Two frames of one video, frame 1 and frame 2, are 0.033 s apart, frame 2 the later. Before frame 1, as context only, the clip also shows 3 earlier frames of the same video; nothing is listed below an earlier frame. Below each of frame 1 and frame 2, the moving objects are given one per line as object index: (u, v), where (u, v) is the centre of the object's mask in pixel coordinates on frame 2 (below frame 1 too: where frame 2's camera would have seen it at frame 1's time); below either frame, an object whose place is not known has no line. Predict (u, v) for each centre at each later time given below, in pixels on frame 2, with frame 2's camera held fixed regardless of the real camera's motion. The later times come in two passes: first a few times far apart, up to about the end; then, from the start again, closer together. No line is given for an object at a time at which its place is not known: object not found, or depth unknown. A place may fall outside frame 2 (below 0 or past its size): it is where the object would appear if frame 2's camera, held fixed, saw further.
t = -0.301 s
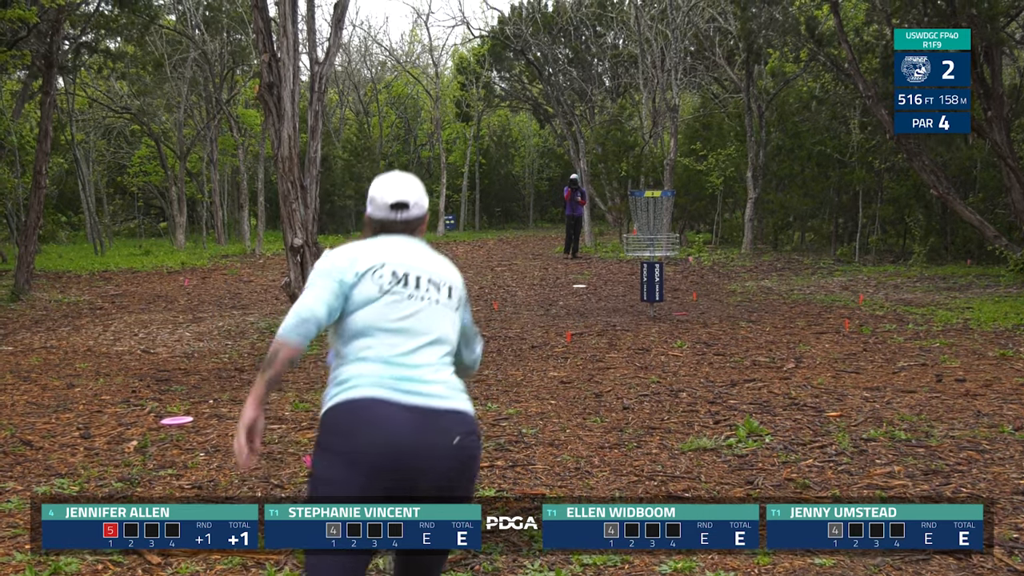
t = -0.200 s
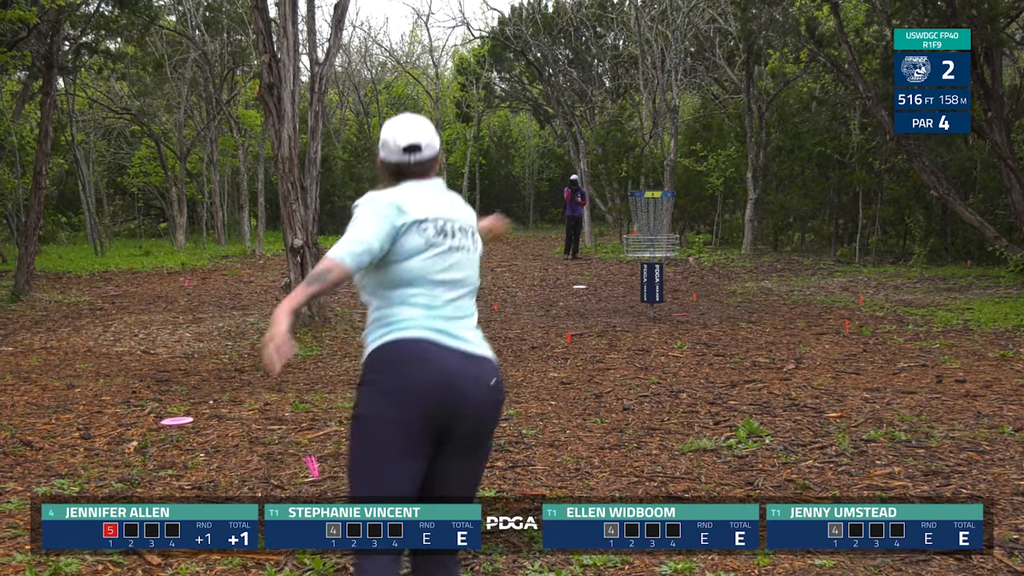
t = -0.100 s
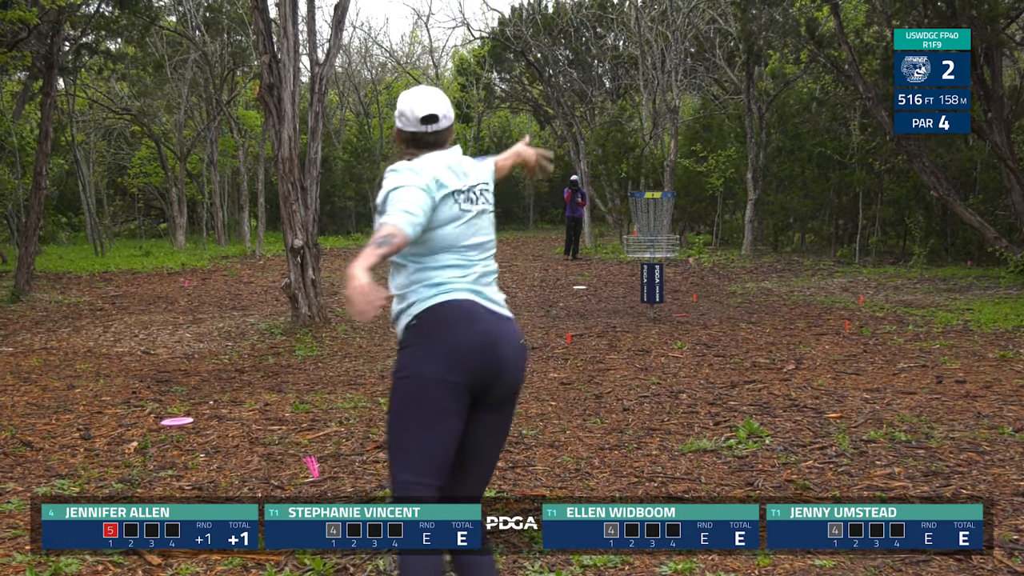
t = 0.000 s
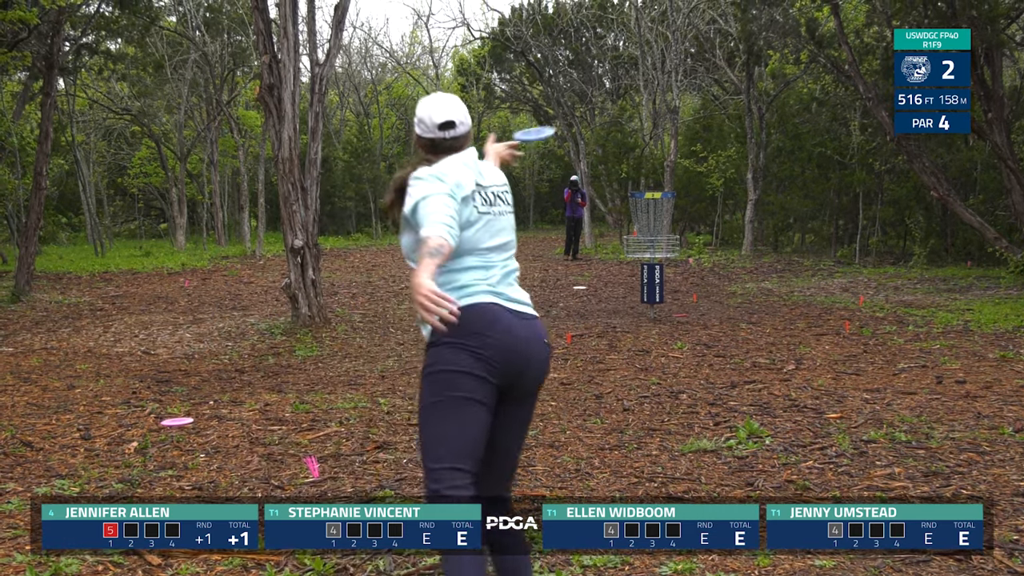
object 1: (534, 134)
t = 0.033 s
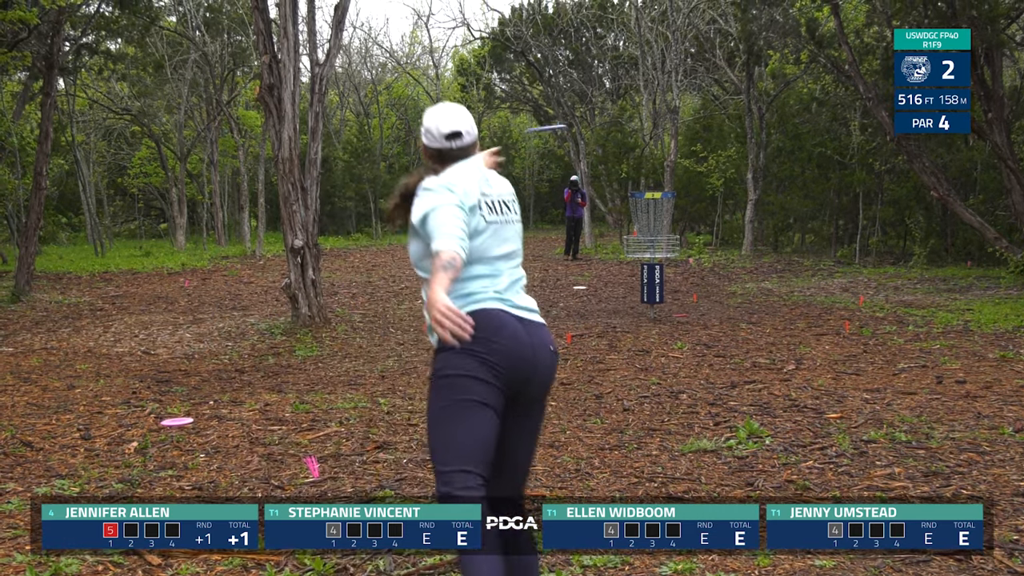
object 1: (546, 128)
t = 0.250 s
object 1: (599, 122)
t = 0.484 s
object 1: (630, 139)
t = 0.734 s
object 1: (644, 163)
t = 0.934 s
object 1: (645, 184)
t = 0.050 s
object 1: (551, 126)
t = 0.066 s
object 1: (556, 124)
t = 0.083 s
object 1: (561, 123)
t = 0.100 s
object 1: (566, 122)
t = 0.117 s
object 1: (570, 121)
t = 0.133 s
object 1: (574, 121)
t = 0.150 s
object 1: (579, 120)
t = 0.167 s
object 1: (582, 120)
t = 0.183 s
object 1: (586, 120)
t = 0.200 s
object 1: (590, 120)
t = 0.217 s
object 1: (594, 121)
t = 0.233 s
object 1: (597, 122)
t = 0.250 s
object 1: (599, 122)
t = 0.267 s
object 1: (603, 123)
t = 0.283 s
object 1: (605, 124)
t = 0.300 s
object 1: (608, 125)
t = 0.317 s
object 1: (611, 125)
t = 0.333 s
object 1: (613, 127)
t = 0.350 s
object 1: (615, 128)
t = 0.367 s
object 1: (617, 129)
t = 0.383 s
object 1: (620, 130)
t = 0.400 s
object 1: (622, 132)
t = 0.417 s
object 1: (623, 133)
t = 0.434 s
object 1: (625, 134)
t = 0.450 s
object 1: (627, 136)
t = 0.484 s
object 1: (630, 139)
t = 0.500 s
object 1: (632, 140)
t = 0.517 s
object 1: (633, 142)
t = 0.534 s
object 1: (634, 143)
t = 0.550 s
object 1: (636, 145)
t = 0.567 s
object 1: (637, 147)
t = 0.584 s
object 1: (638, 148)
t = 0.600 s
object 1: (639, 150)
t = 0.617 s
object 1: (640, 151)
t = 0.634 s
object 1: (641, 153)
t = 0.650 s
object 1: (642, 155)
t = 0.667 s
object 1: (643, 157)
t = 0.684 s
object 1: (643, 158)
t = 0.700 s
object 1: (644, 160)
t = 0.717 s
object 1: (644, 161)
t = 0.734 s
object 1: (644, 163)
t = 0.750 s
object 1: (645, 165)
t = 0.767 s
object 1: (645, 167)
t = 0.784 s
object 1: (645, 168)
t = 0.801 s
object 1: (646, 170)
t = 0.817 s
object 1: (646, 172)
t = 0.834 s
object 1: (646, 173)
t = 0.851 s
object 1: (646, 175)
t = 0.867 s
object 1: (645, 177)
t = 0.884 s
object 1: (645, 179)
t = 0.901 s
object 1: (645, 181)
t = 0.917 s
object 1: (645, 183)
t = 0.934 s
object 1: (645, 184)
